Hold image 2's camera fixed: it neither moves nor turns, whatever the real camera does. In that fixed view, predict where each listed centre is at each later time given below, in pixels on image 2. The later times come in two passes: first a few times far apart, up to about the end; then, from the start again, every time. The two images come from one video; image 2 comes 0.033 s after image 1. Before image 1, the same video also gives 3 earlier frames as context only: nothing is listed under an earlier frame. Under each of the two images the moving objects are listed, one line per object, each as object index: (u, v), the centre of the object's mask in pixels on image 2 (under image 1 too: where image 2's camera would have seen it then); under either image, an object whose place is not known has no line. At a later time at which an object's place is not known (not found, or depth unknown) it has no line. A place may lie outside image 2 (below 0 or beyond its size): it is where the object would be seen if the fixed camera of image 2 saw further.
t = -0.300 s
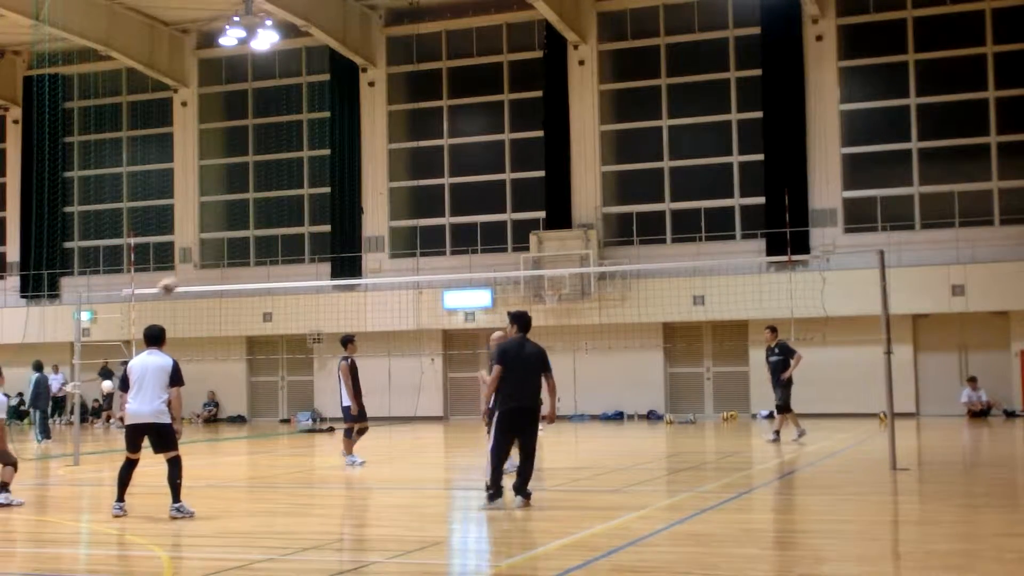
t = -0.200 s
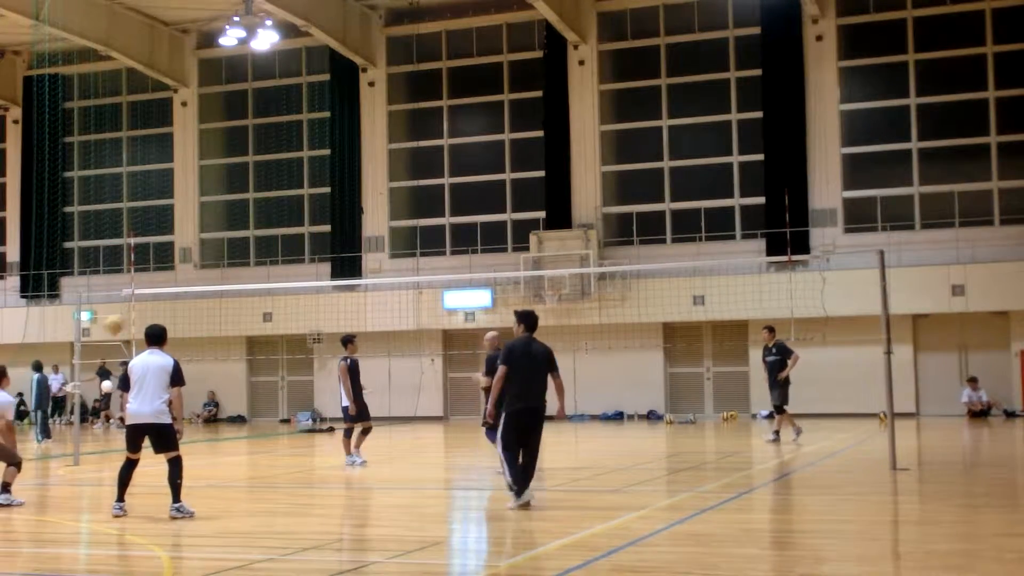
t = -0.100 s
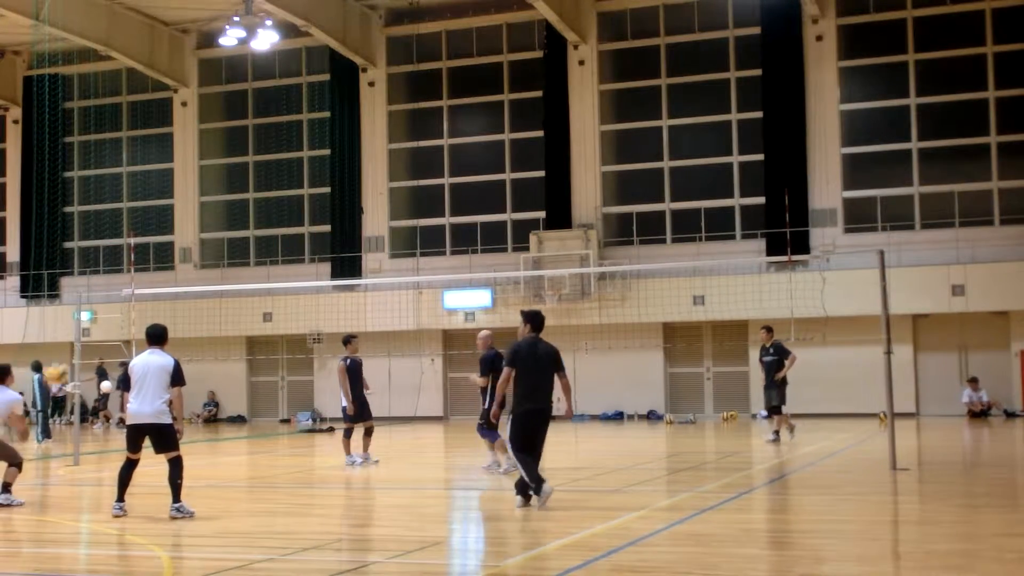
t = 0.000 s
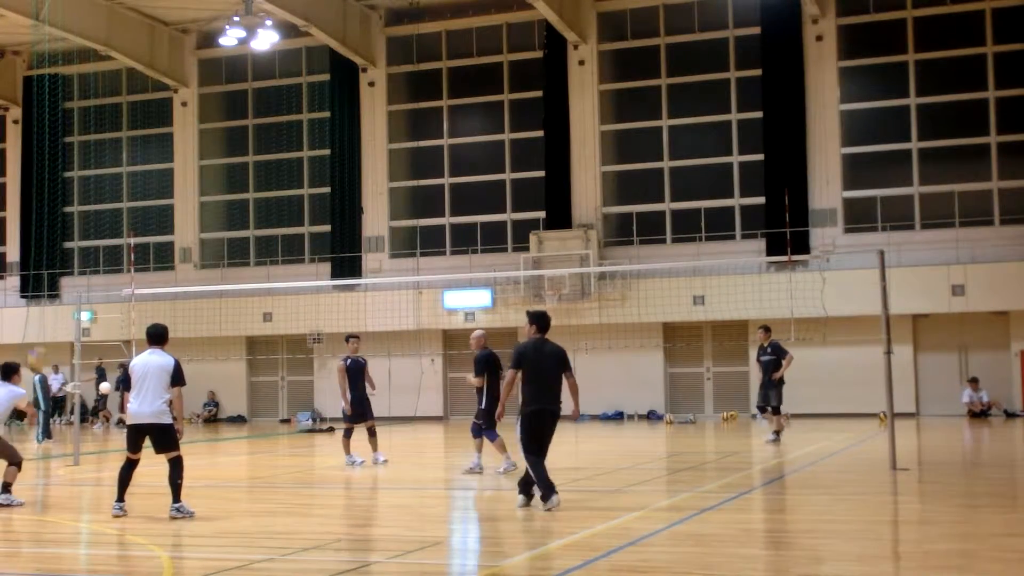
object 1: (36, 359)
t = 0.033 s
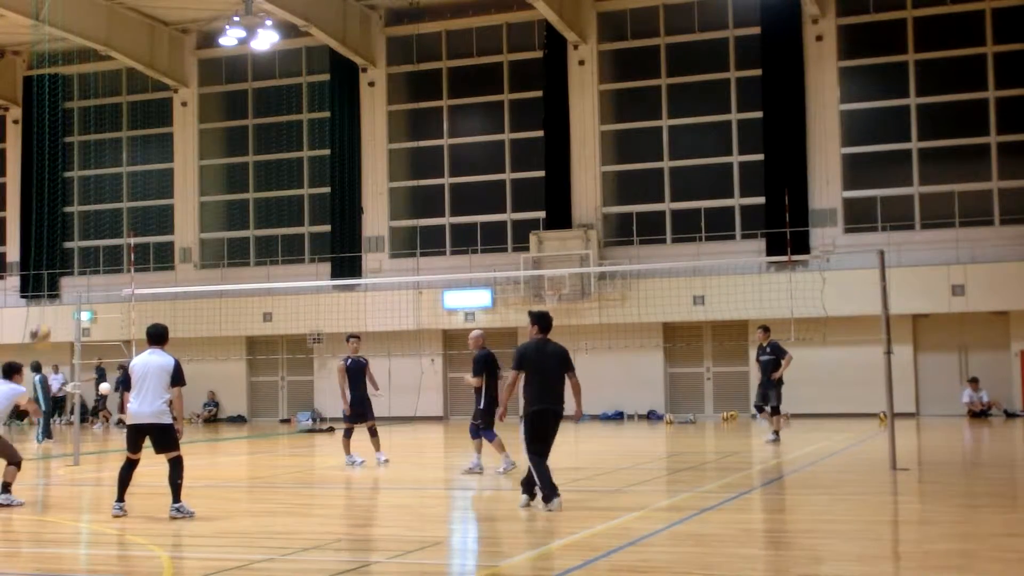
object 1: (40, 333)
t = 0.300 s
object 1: (72, 180)
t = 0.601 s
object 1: (101, 91)
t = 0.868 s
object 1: (125, 84)
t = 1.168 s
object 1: (150, 142)
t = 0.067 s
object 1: (46, 308)
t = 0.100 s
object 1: (49, 287)
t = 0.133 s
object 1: (53, 268)
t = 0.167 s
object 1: (57, 249)
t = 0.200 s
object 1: (62, 229)
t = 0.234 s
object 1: (65, 211)
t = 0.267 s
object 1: (68, 194)
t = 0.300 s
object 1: (72, 180)
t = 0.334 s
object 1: (75, 167)
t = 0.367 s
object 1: (79, 154)
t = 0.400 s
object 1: (84, 142)
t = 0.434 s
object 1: (86, 129)
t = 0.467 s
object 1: (89, 121)
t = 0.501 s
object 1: (93, 113)
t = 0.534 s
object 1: (96, 106)
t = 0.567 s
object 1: (100, 98)
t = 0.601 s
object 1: (101, 91)
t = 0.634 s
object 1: (104, 88)
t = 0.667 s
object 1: (108, 85)
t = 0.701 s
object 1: (110, 83)
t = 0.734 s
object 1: (114, 81)
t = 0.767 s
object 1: (117, 80)
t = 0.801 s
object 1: (119, 80)
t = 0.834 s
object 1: (122, 81)
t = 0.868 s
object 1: (125, 84)
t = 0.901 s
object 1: (128, 87)
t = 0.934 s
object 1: (131, 90)
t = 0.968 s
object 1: (134, 95)
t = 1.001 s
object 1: (136, 101)
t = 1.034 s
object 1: (139, 108)
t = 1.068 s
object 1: (142, 116)
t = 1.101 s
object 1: (145, 124)
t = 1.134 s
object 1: (147, 133)
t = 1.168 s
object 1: (150, 142)
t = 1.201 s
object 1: (152, 154)
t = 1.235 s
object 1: (155, 166)
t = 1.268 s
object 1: (159, 180)
